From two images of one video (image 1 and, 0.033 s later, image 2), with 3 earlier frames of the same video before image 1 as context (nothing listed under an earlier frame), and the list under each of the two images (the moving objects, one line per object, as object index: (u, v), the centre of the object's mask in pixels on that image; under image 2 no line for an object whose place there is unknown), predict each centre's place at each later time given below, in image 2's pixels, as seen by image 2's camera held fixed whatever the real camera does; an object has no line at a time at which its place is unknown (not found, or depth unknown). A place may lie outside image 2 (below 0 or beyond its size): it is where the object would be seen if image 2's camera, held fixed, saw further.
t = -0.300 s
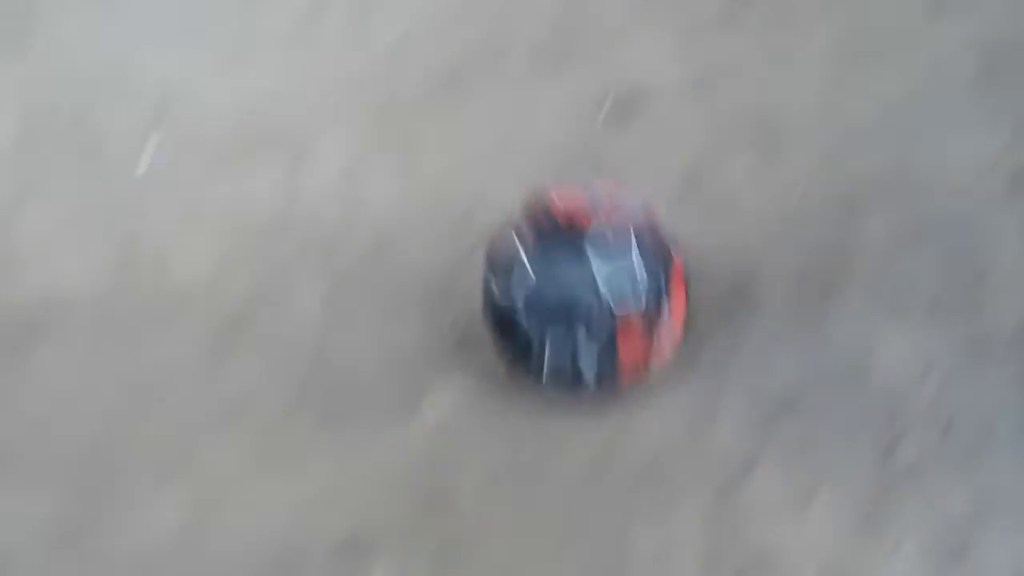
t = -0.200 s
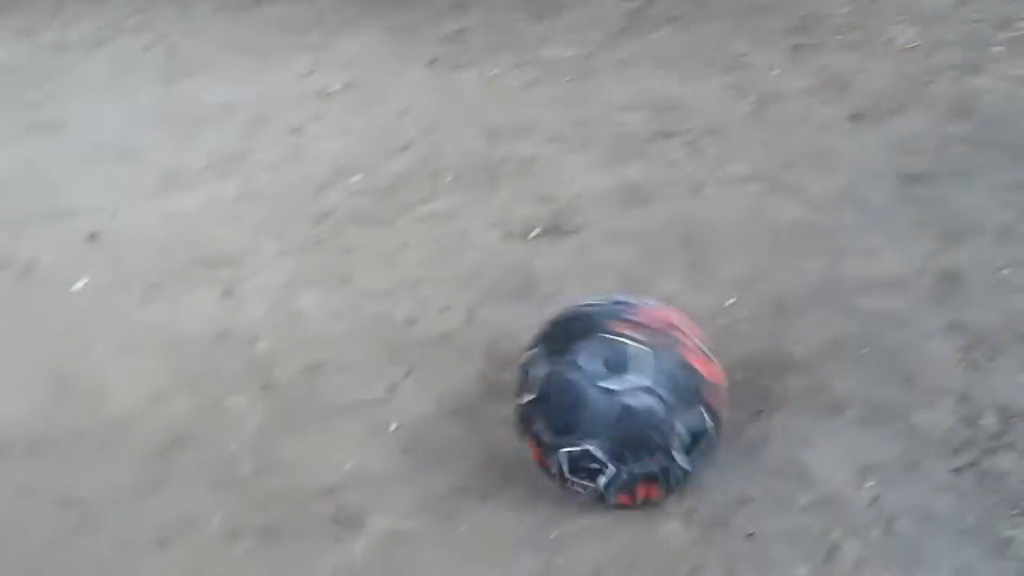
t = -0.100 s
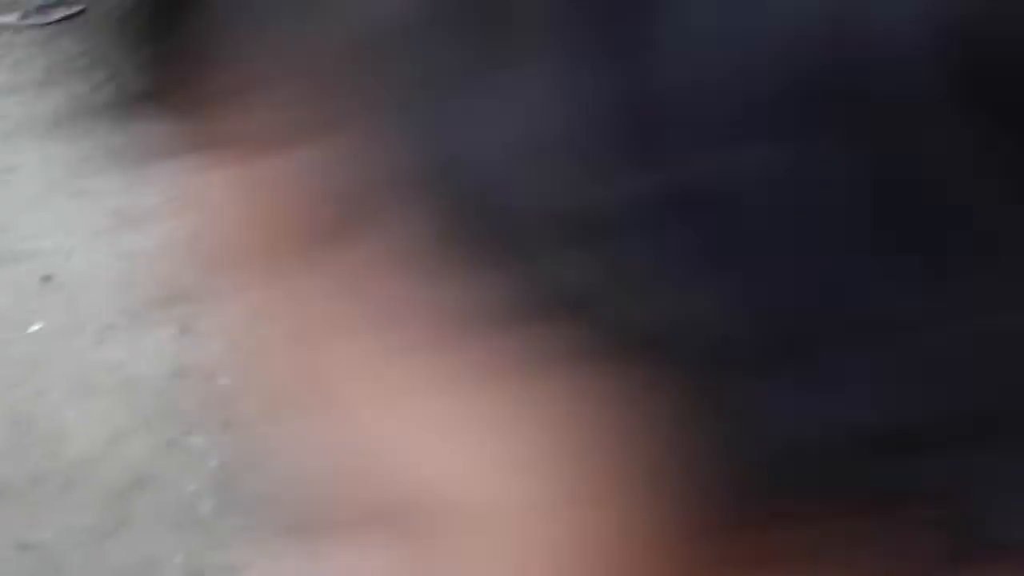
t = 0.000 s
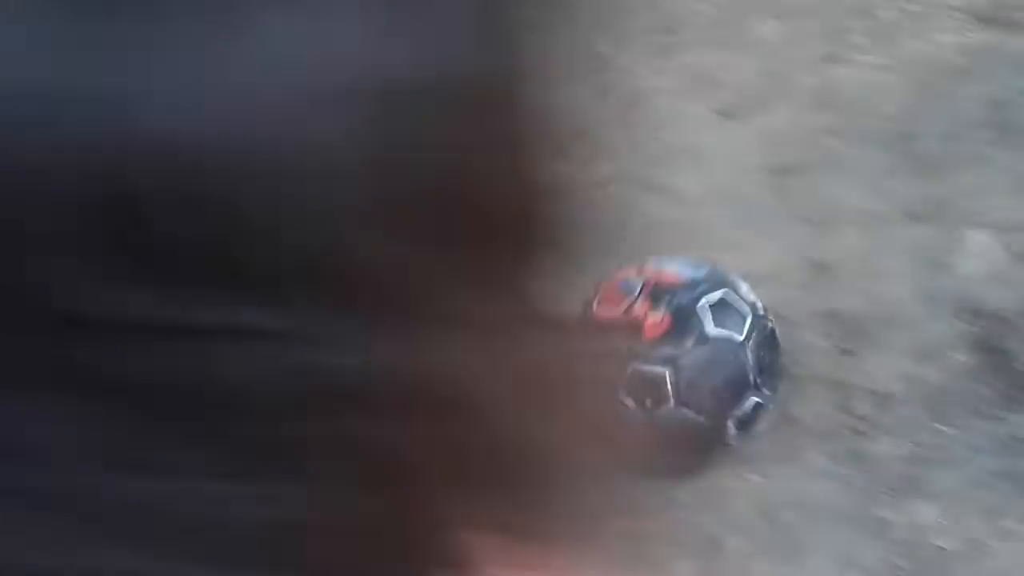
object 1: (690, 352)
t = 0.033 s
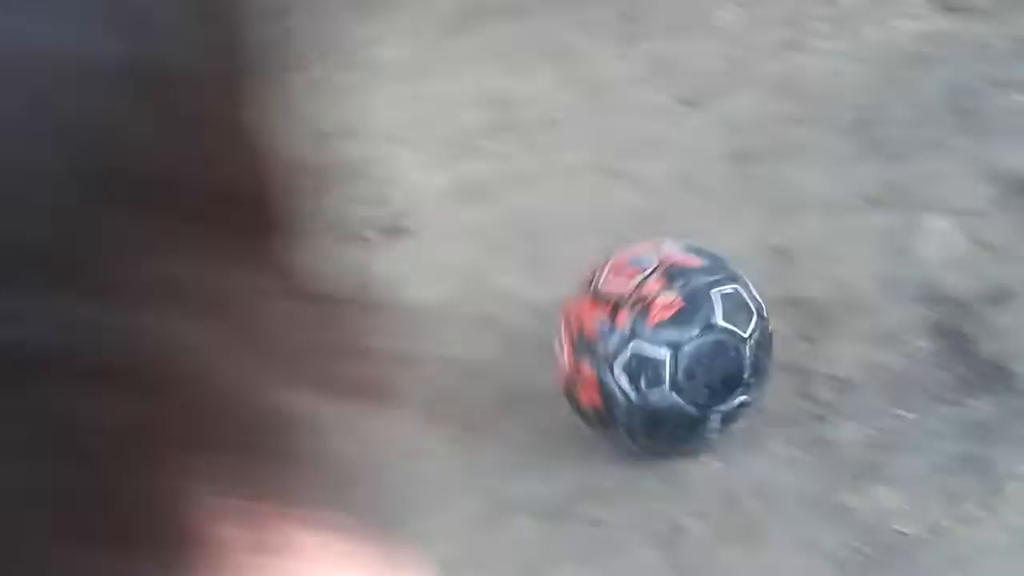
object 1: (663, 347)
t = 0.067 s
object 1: (689, 349)
